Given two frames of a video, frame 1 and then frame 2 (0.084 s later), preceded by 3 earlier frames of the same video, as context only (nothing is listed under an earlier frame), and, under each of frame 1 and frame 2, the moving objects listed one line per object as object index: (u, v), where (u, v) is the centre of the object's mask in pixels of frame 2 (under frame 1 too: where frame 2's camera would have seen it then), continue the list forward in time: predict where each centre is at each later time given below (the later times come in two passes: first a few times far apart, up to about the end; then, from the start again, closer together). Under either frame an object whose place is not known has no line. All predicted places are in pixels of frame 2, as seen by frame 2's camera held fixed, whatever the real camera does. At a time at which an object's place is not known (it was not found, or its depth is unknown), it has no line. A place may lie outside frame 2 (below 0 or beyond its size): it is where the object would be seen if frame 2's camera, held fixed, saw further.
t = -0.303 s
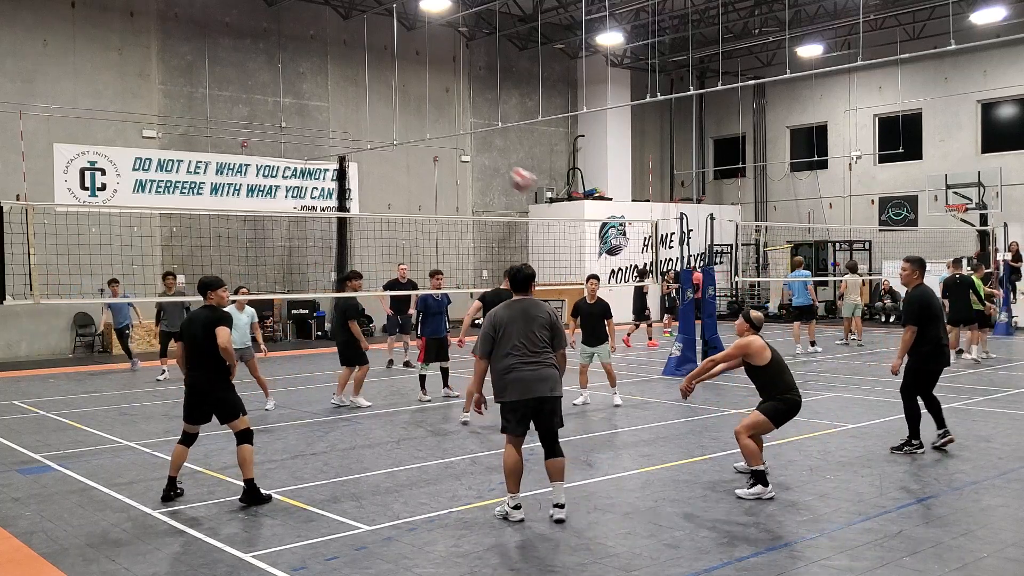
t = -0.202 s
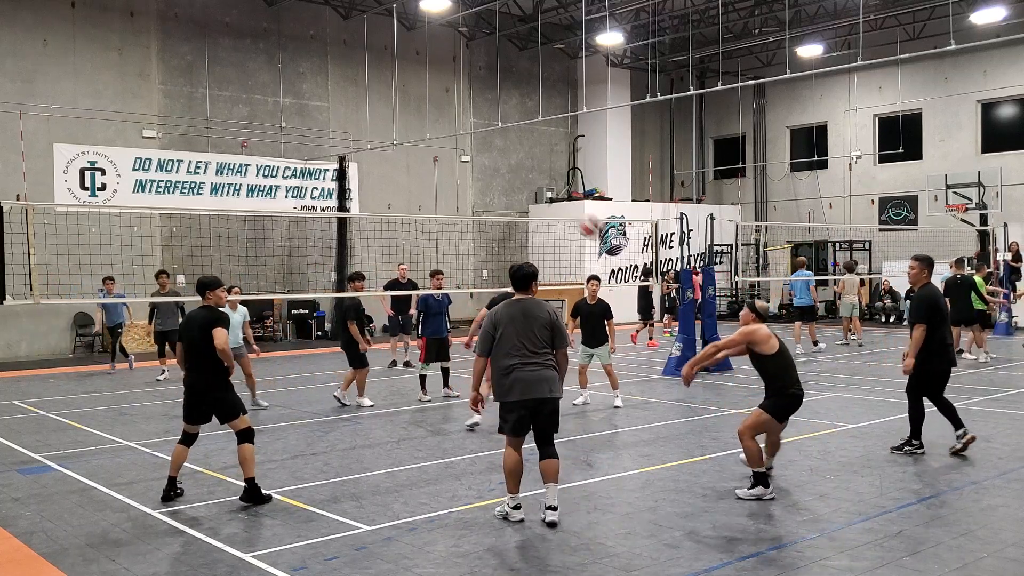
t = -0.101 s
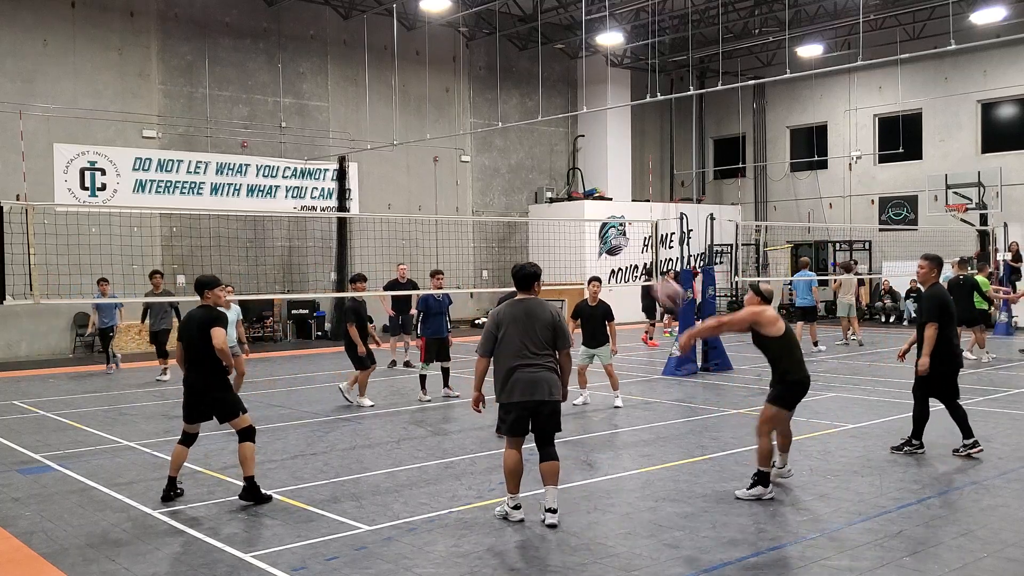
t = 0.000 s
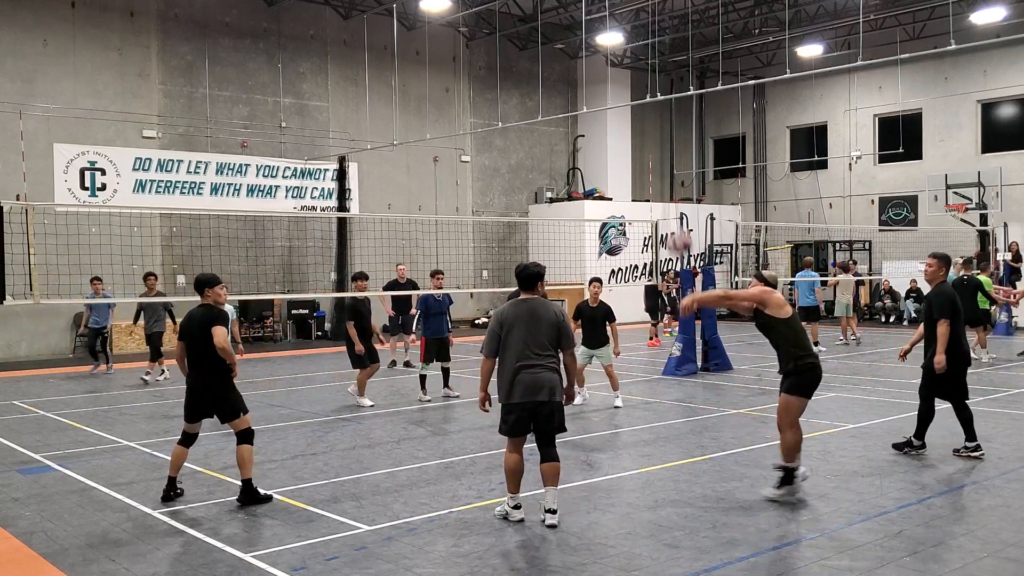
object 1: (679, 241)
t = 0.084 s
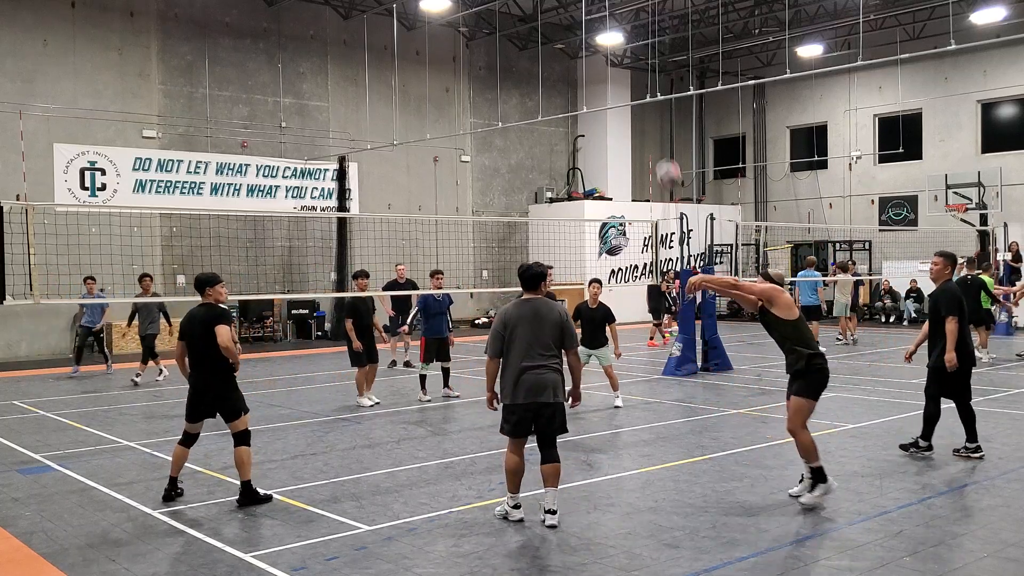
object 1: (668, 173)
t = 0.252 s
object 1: (649, 78)
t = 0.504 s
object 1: (626, 11)
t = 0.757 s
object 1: (609, 11)
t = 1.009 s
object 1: (596, 66)
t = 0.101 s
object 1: (666, 161)
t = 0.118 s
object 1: (663, 149)
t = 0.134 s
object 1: (661, 139)
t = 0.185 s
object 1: (656, 111)
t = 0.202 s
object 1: (654, 102)
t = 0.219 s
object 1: (652, 92)
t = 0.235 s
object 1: (650, 84)
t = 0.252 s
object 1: (649, 78)
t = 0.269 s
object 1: (647, 71)
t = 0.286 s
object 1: (645, 63)
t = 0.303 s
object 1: (644, 57)
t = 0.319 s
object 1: (642, 50)
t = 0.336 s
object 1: (640, 45)
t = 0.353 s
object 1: (639, 41)
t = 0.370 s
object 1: (638, 35)
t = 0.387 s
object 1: (636, 31)
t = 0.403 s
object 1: (634, 28)
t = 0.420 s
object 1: (633, 23)
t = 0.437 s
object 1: (632, 19)
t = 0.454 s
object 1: (630, 17)
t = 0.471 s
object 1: (629, 14)
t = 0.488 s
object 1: (627, 11)
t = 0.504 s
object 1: (626, 11)
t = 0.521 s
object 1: (625, 10)
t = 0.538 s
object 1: (624, 8)
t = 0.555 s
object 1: (622, 7)
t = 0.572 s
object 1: (621, 7)
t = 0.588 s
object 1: (620, 7)
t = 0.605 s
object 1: (618, 6)
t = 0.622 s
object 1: (617, 6)
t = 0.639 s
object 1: (616, 6)
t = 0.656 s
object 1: (615, 6)
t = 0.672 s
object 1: (614, 6)
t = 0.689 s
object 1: (613, 7)
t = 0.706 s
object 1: (612, 8)
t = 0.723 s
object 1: (611, 8)
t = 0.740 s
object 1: (610, 10)
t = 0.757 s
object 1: (609, 11)
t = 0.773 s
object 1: (608, 13)
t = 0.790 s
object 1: (607, 16)
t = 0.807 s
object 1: (606, 18)
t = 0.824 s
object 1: (605, 21)
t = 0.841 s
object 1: (604, 23)
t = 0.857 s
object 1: (603, 26)
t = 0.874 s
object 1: (602, 32)
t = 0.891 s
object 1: (601, 36)
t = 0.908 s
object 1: (600, 39)
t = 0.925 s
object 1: (598, 42)
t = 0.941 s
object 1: (597, 47)
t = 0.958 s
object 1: (598, 52)
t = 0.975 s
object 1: (597, 57)
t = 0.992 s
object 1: (596, 61)
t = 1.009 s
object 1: (596, 66)
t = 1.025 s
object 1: (595, 71)
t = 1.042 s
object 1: (595, 77)
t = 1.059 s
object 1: (594, 82)
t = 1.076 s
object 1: (594, 88)
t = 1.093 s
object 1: (593, 94)
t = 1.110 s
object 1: (592, 100)
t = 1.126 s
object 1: (591, 108)
